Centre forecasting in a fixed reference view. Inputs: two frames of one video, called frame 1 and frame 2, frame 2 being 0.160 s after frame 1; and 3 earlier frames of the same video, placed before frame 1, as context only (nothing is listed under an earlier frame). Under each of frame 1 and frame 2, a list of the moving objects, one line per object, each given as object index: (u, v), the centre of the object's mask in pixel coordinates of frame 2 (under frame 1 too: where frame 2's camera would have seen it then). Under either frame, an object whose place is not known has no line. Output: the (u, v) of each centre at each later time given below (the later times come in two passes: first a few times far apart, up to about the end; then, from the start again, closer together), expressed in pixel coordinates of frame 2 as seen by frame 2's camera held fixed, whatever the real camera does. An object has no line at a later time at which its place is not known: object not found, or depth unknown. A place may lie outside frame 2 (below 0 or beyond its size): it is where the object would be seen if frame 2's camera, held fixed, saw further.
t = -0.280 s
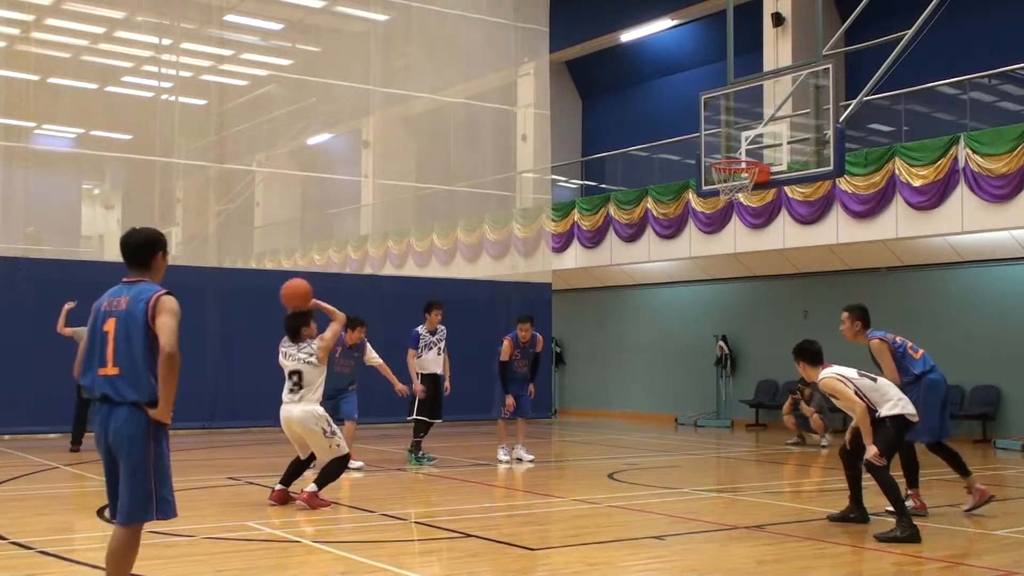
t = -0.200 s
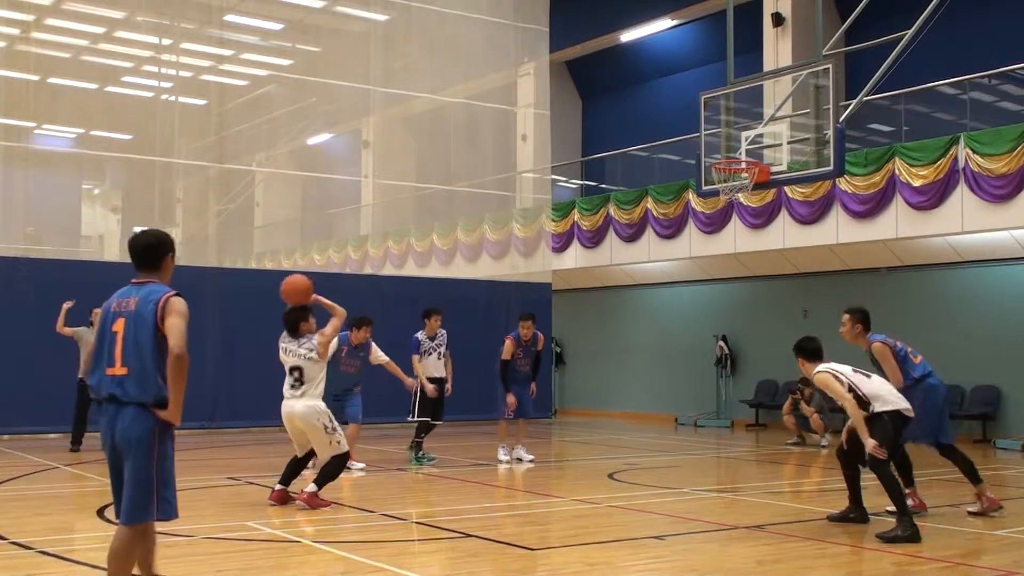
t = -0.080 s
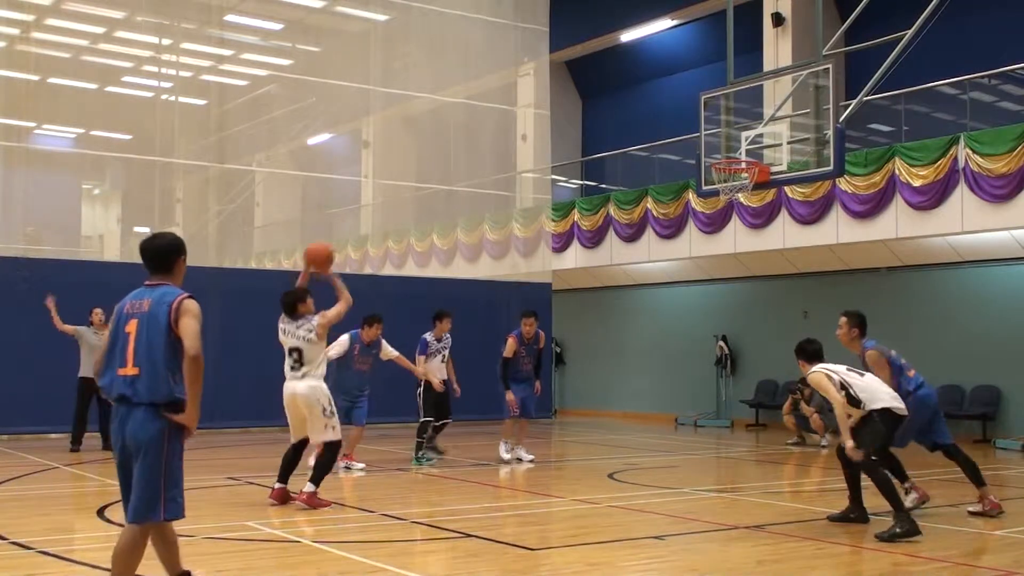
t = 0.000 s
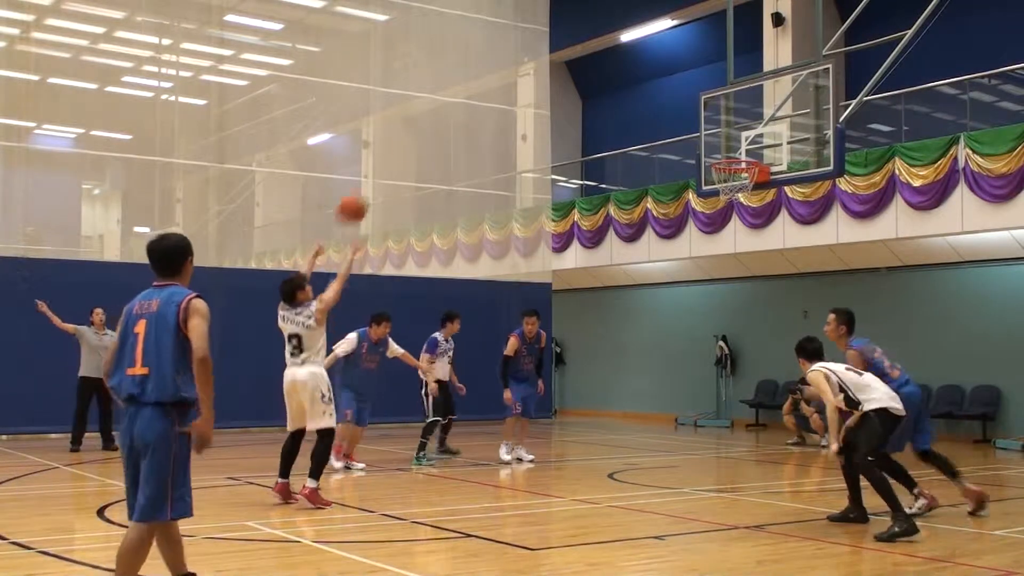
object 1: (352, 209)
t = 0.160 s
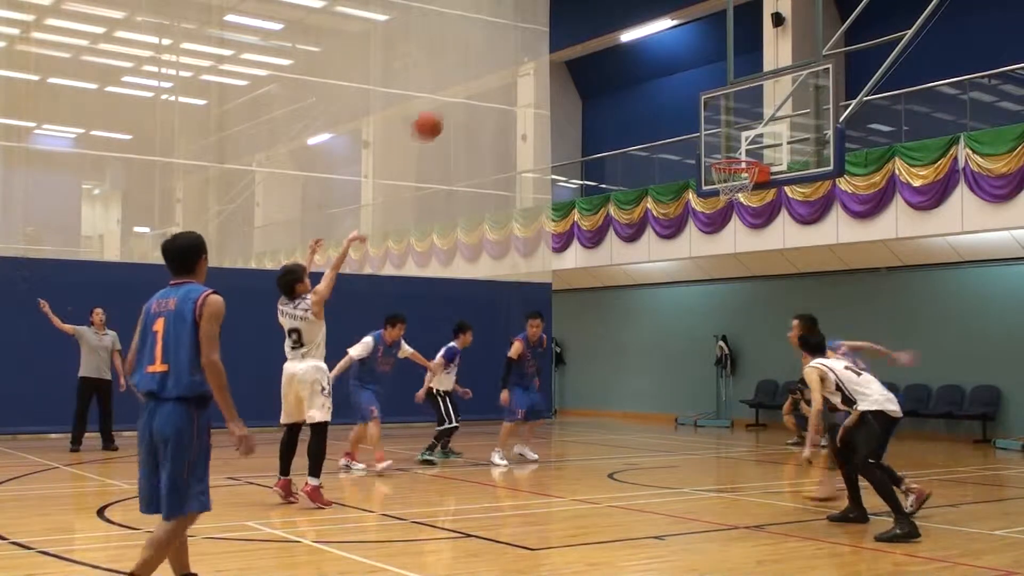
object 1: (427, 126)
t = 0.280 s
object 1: (481, 86)
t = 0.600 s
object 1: (607, 63)
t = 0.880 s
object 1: (704, 126)
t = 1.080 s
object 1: (759, 189)
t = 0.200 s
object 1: (446, 111)
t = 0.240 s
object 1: (464, 97)
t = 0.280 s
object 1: (481, 86)
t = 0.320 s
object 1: (497, 77)
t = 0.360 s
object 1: (513, 69)
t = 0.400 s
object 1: (530, 64)
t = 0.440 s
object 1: (546, 61)
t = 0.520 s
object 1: (577, 58)
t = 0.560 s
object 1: (593, 59)
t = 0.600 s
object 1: (607, 63)
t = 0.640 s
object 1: (622, 67)
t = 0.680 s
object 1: (635, 73)
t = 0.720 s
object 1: (650, 81)
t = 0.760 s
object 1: (663, 90)
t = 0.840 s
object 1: (690, 113)
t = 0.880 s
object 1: (704, 126)
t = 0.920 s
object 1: (717, 141)
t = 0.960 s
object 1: (730, 153)
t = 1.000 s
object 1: (742, 178)
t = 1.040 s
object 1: (753, 187)
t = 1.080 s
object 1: (759, 189)
